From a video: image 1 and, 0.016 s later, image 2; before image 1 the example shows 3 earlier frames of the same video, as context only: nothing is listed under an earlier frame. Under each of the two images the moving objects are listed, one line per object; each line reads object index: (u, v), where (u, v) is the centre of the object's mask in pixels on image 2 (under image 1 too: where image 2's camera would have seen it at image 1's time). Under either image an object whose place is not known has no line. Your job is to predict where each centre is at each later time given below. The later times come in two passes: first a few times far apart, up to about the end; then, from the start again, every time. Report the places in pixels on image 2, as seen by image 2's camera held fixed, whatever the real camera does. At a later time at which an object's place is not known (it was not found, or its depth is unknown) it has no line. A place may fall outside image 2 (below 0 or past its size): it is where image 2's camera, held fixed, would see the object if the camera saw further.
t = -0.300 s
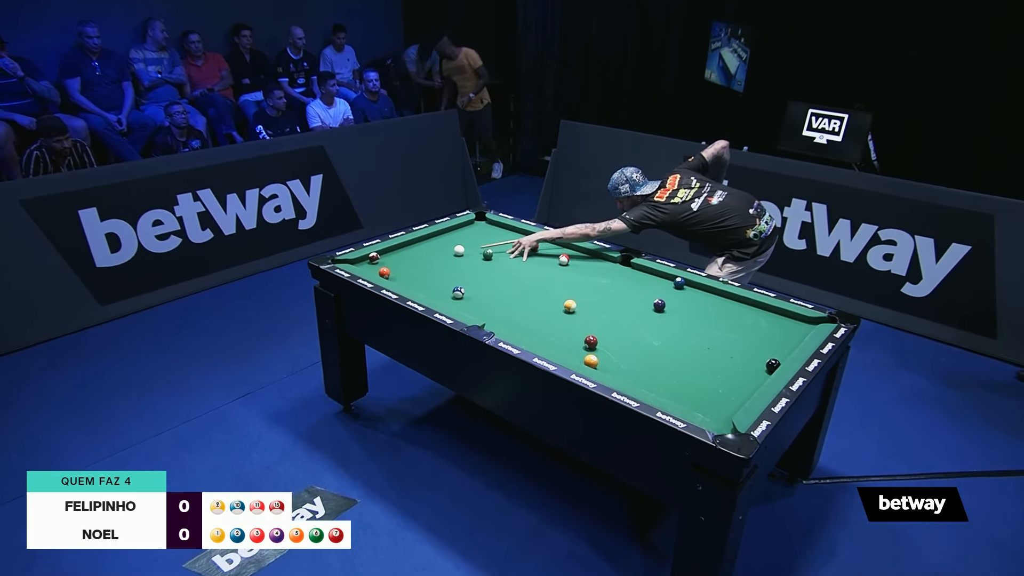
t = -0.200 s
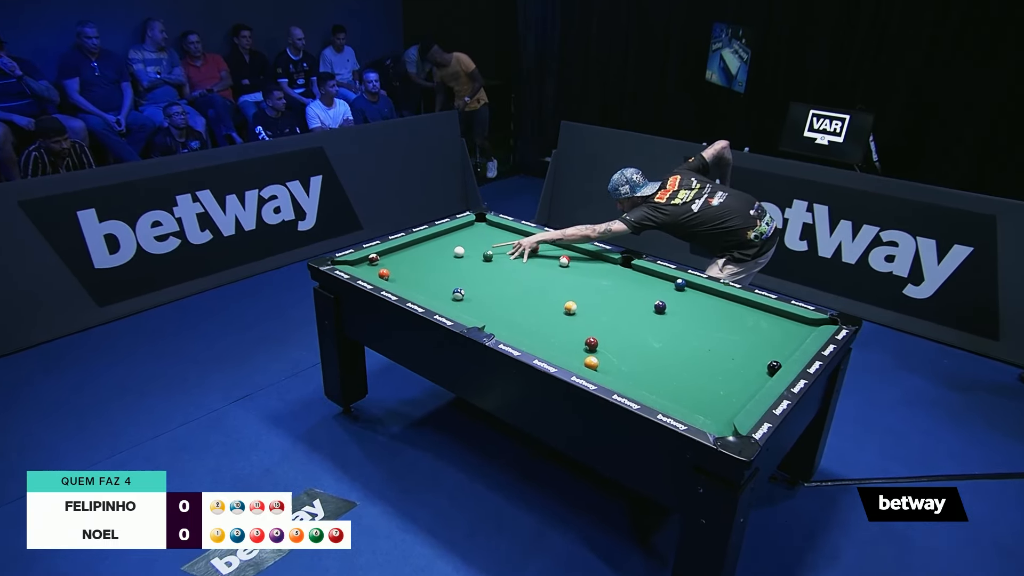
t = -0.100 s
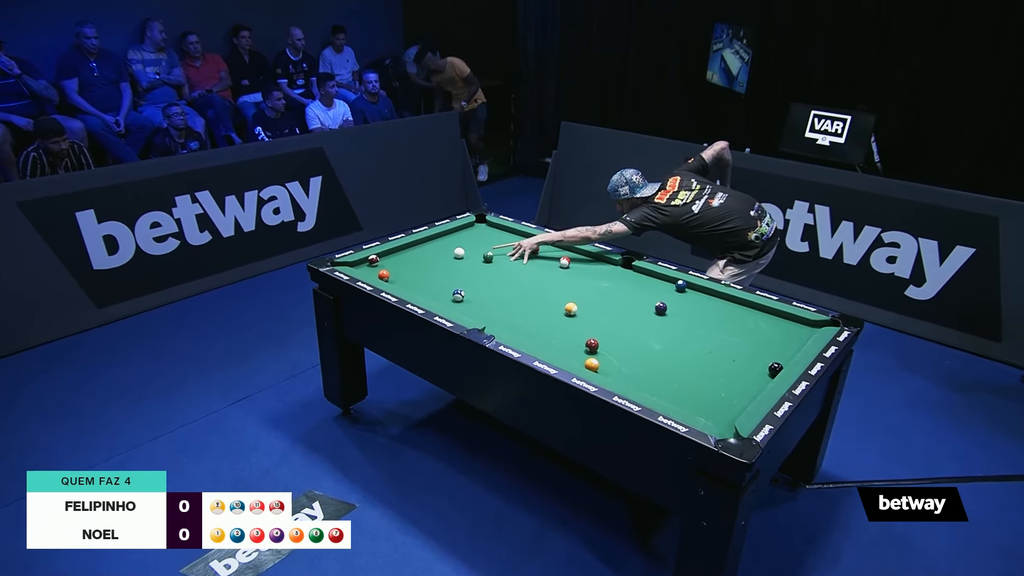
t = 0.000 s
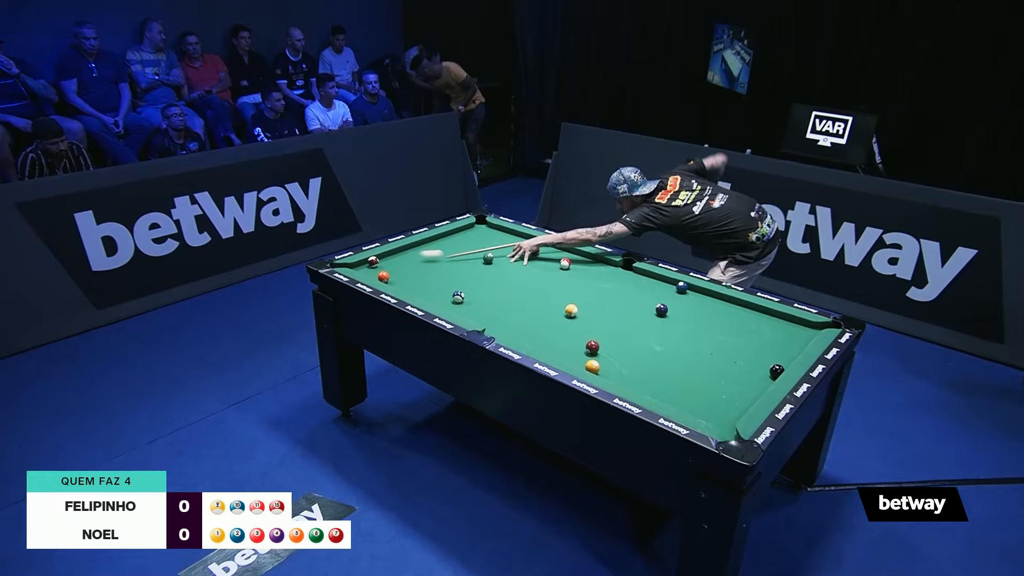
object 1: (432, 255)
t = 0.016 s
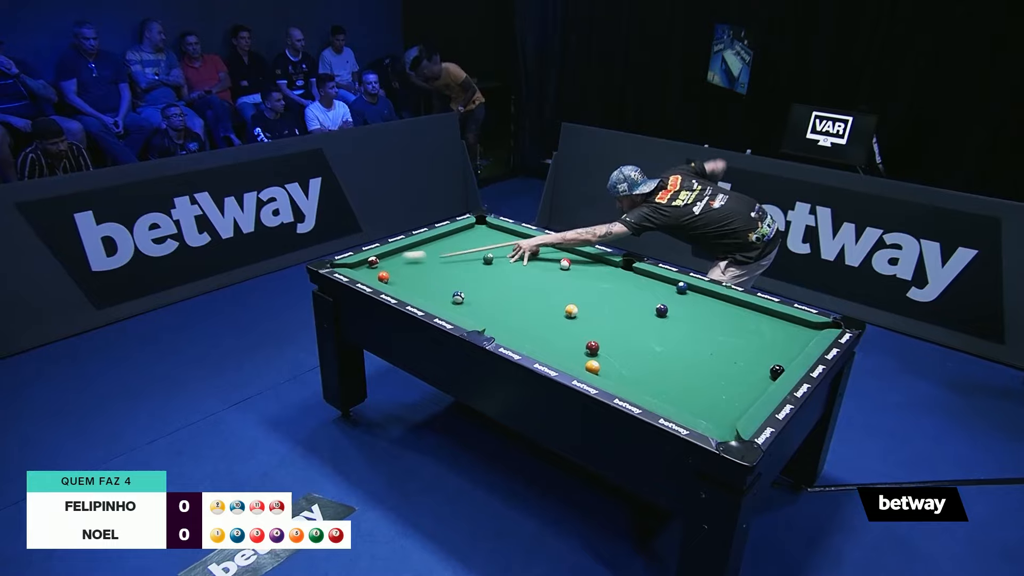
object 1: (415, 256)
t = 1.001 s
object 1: (490, 295)
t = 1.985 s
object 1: (590, 303)
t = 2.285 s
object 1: (615, 306)
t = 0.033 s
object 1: (397, 257)
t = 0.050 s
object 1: (383, 259)
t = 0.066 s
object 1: (379, 258)
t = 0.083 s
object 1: (380, 258)
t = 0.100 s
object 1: (382, 259)
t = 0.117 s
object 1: (384, 260)
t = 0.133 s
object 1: (386, 261)
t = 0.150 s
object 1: (388, 262)
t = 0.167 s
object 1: (390, 263)
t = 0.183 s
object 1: (392, 264)
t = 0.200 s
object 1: (394, 265)
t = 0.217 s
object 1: (396, 265)
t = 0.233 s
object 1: (398, 266)
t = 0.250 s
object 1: (400, 267)
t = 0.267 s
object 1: (402, 268)
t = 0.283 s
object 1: (404, 269)
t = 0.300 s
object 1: (406, 270)
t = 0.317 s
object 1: (408, 271)
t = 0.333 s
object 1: (410, 272)
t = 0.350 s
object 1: (412, 273)
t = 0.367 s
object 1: (414, 273)
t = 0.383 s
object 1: (415, 274)
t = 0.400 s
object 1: (417, 275)
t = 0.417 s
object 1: (420, 276)
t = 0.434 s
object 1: (422, 277)
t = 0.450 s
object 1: (424, 278)
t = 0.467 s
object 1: (426, 279)
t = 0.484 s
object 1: (428, 280)
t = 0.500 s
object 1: (430, 280)
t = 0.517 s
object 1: (432, 281)
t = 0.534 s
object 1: (434, 282)
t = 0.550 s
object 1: (436, 283)
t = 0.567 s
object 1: (438, 284)
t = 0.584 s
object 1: (440, 285)
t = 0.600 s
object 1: (442, 286)
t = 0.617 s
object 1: (444, 287)
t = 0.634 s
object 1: (446, 287)
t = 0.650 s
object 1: (448, 288)
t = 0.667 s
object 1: (450, 289)
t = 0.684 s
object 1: (452, 289)
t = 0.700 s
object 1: (454, 289)
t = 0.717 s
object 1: (456, 290)
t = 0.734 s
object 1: (459, 289)
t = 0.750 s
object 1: (462, 290)
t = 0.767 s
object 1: (464, 291)
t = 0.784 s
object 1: (465, 291)
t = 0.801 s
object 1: (467, 292)
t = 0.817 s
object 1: (469, 292)
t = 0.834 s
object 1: (471, 293)
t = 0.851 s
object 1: (473, 293)
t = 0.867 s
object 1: (475, 293)
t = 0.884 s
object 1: (477, 293)
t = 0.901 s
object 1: (479, 294)
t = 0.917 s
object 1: (481, 294)
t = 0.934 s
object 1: (482, 294)
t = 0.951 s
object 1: (484, 294)
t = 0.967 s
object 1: (486, 294)
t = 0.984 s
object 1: (488, 294)
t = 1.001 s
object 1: (490, 295)
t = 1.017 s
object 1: (492, 295)
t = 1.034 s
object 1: (494, 295)
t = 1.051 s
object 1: (495, 295)
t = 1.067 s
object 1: (497, 295)
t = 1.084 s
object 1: (499, 296)
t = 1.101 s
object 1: (501, 296)
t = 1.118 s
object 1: (503, 296)
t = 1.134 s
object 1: (505, 296)
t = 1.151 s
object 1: (506, 296)
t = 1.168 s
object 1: (508, 296)
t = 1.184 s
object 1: (510, 296)
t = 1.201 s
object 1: (512, 297)
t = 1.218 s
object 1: (514, 297)
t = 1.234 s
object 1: (516, 297)
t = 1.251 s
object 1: (517, 297)
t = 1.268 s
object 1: (519, 297)
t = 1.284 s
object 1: (521, 297)
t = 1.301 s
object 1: (523, 298)
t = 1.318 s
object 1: (525, 298)
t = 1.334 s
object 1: (526, 298)
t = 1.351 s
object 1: (528, 298)
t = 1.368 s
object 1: (530, 298)
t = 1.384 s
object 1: (531, 298)
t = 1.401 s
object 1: (533, 298)
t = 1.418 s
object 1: (535, 299)
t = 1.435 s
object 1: (536, 299)
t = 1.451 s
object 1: (538, 299)
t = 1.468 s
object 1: (540, 299)
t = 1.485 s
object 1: (542, 299)
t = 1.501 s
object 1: (543, 299)
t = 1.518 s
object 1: (545, 300)
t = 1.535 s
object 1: (547, 300)
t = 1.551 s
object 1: (548, 300)
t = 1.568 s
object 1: (550, 300)
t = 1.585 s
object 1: (552, 300)
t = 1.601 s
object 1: (553, 300)
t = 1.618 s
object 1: (555, 300)
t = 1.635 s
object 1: (556, 301)
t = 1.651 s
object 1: (558, 301)
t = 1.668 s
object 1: (560, 301)
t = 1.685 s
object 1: (561, 301)
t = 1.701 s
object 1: (563, 301)
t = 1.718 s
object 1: (564, 301)
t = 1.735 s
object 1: (566, 301)
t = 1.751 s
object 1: (567, 301)
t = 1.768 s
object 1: (569, 300)
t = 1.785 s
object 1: (571, 300)
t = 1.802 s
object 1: (573, 300)
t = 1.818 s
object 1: (574, 301)
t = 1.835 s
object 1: (576, 301)
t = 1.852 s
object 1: (578, 302)
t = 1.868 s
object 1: (579, 302)
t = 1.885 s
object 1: (580, 302)
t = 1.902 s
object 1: (582, 302)
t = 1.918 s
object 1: (583, 303)
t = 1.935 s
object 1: (585, 303)
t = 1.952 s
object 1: (586, 303)
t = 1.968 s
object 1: (588, 303)
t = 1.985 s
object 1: (590, 303)
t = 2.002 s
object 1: (591, 304)
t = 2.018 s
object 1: (592, 304)
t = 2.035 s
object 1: (594, 304)
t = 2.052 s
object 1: (595, 304)
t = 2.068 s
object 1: (597, 304)
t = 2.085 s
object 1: (598, 304)
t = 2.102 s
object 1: (599, 305)
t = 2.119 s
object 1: (601, 305)
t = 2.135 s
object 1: (602, 305)
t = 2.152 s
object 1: (604, 305)
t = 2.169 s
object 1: (605, 305)
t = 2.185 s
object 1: (607, 305)
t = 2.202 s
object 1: (608, 305)
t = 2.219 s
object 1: (609, 305)
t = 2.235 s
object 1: (611, 306)
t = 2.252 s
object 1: (612, 306)
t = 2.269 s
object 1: (613, 306)
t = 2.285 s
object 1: (615, 306)
